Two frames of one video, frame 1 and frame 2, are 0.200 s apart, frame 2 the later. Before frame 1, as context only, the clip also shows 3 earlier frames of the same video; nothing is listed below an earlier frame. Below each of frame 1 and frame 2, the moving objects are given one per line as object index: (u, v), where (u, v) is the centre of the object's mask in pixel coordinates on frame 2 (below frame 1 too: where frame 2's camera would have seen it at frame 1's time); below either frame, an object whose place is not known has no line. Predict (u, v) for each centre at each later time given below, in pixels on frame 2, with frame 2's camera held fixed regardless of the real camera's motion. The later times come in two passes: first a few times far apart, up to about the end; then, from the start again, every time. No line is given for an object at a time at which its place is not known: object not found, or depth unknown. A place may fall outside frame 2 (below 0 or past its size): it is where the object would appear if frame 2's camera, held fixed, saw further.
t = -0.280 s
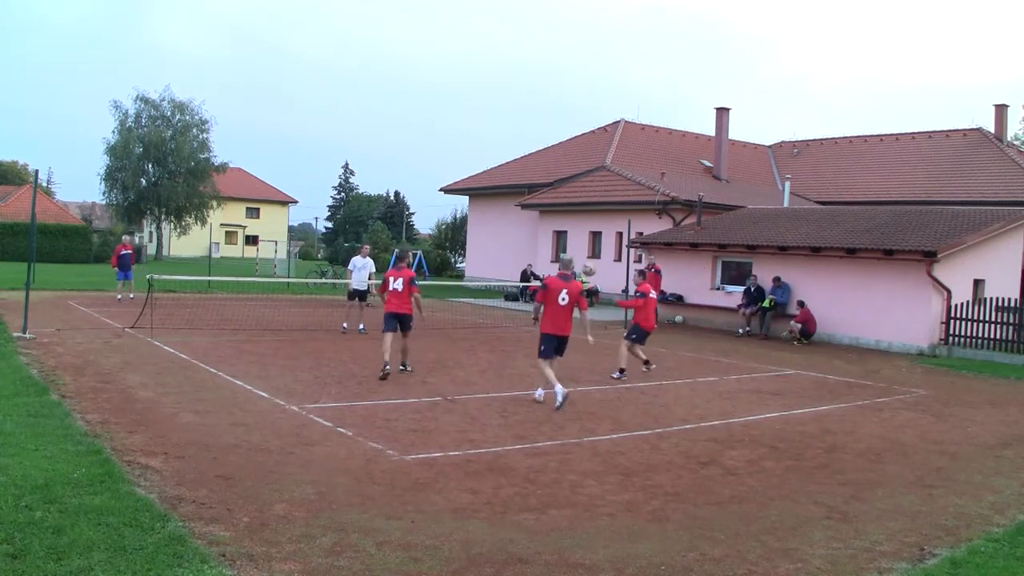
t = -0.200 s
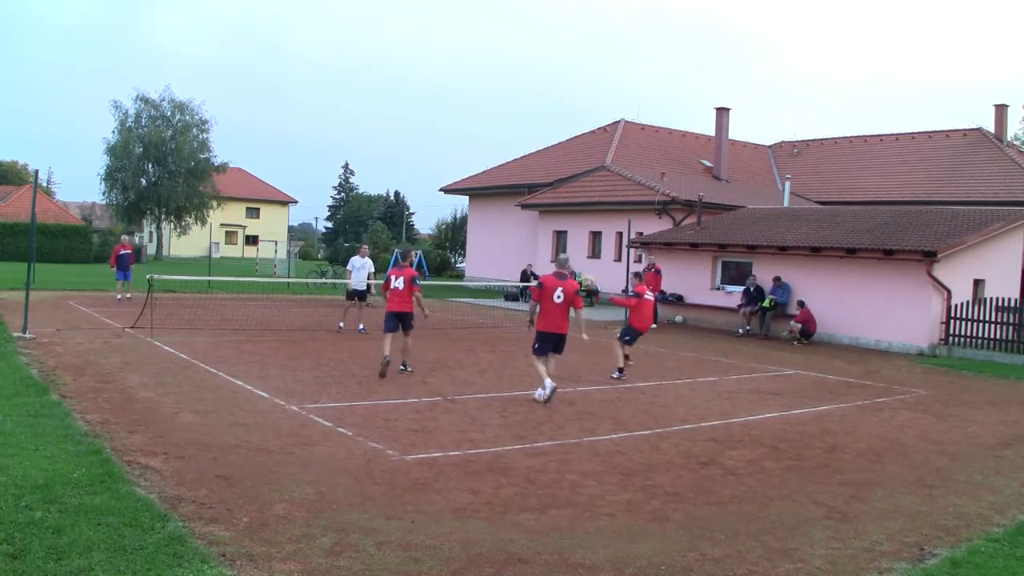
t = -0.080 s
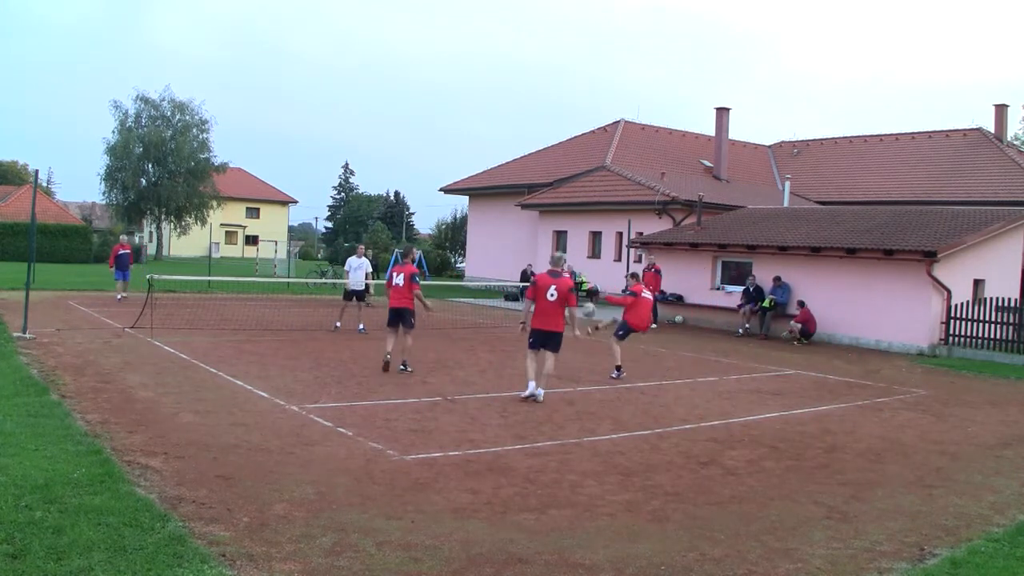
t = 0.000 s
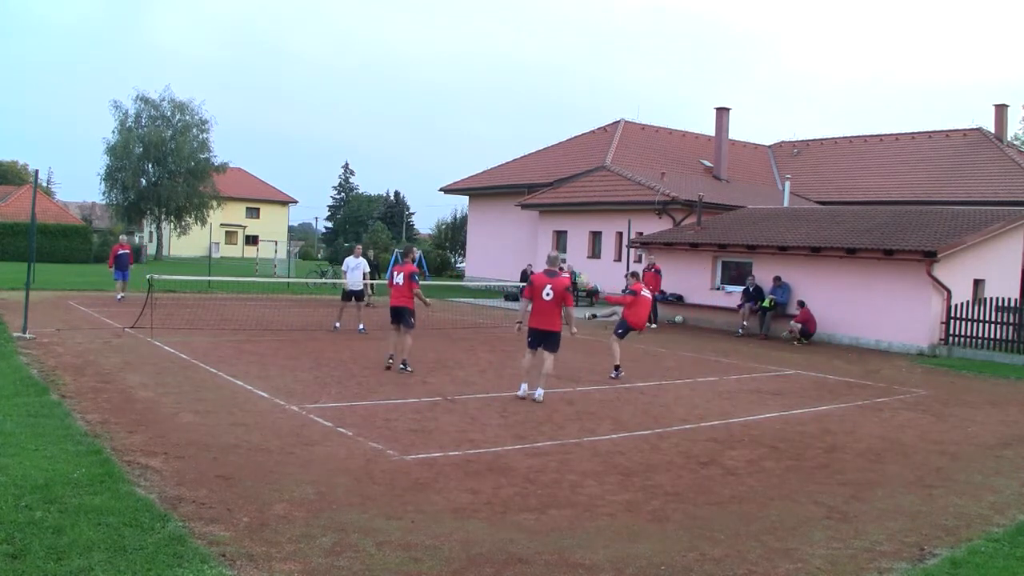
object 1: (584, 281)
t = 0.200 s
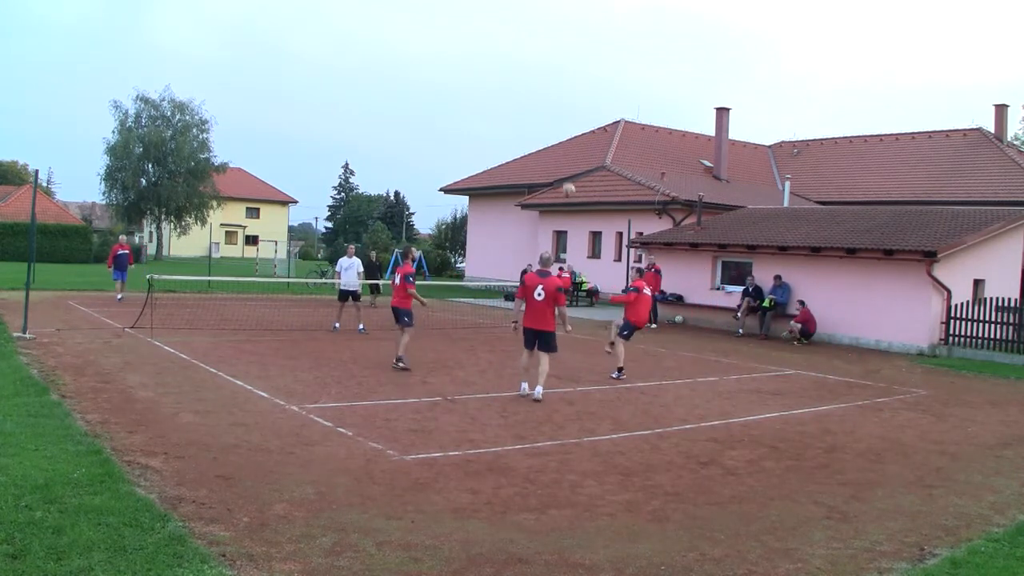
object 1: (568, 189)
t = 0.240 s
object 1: (565, 174)
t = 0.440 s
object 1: (546, 116)
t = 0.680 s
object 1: (525, 81)
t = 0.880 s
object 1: (507, 79)
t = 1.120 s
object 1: (485, 108)
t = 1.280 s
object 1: (470, 145)
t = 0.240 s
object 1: (565, 174)
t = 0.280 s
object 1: (562, 160)
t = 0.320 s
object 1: (557, 147)
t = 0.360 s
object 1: (553, 136)
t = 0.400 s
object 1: (550, 126)
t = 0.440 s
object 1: (546, 116)
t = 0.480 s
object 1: (543, 108)
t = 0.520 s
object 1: (539, 101)
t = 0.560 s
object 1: (536, 94)
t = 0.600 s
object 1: (532, 89)
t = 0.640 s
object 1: (528, 85)
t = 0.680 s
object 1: (525, 81)
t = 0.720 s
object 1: (521, 79)
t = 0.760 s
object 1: (518, 78)
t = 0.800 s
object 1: (514, 77)
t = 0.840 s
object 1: (510, 78)
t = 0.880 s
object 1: (507, 79)
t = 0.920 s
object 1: (503, 82)
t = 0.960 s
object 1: (500, 85)
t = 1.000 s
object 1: (496, 89)
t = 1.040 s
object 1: (492, 95)
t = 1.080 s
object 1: (488, 101)
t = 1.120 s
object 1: (485, 108)
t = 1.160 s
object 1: (481, 116)
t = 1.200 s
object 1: (477, 125)
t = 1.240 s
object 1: (474, 134)
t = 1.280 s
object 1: (470, 145)
